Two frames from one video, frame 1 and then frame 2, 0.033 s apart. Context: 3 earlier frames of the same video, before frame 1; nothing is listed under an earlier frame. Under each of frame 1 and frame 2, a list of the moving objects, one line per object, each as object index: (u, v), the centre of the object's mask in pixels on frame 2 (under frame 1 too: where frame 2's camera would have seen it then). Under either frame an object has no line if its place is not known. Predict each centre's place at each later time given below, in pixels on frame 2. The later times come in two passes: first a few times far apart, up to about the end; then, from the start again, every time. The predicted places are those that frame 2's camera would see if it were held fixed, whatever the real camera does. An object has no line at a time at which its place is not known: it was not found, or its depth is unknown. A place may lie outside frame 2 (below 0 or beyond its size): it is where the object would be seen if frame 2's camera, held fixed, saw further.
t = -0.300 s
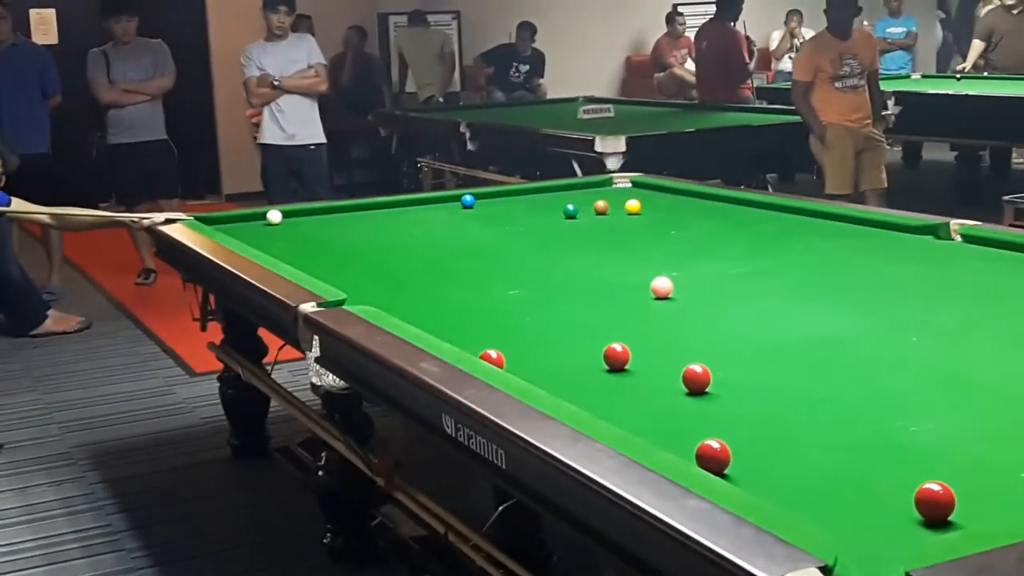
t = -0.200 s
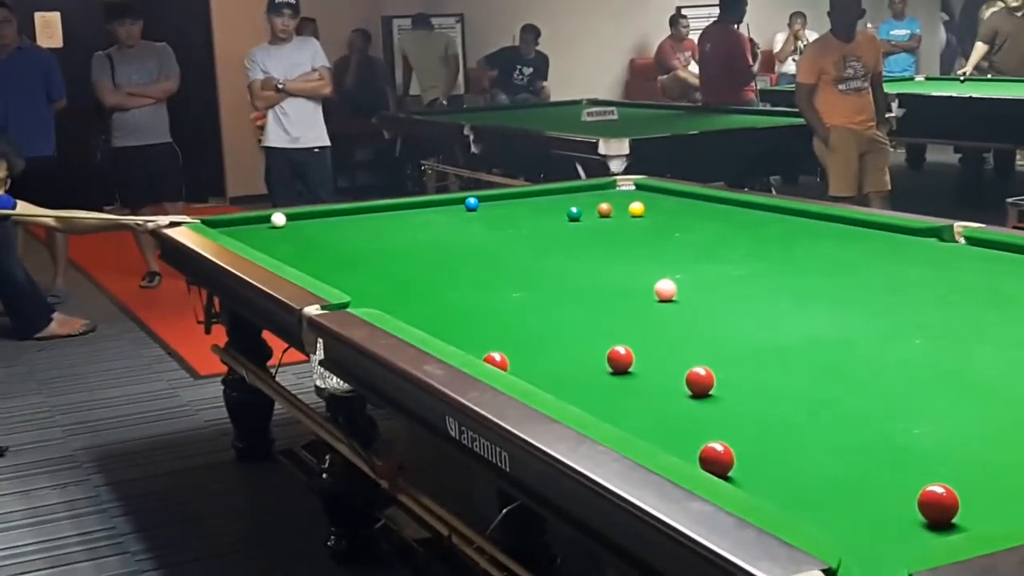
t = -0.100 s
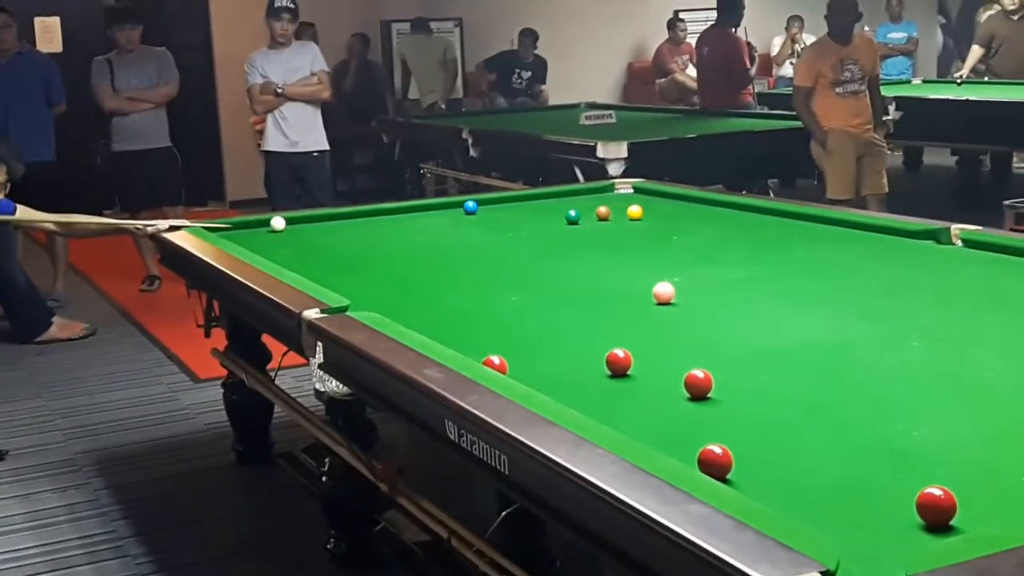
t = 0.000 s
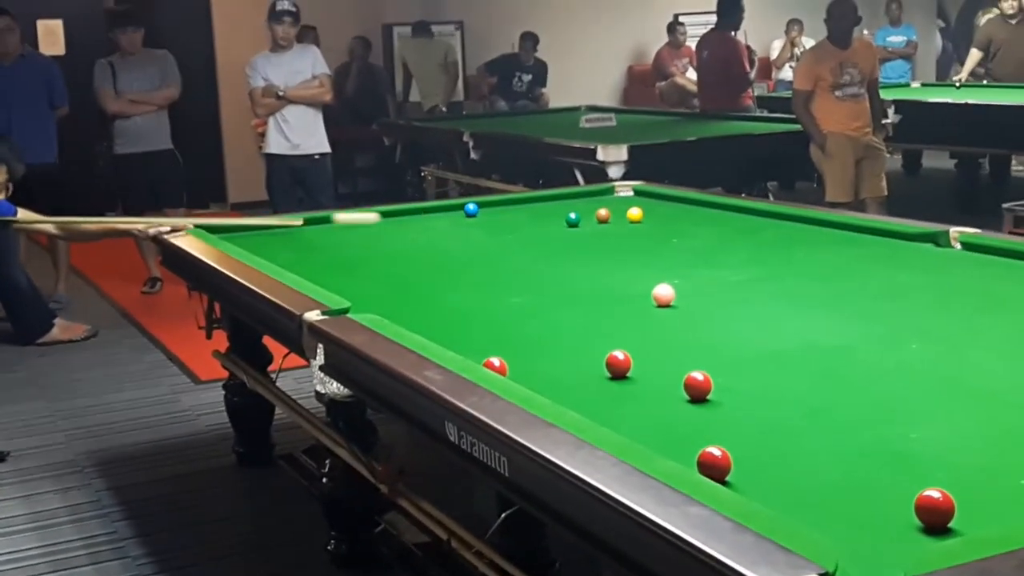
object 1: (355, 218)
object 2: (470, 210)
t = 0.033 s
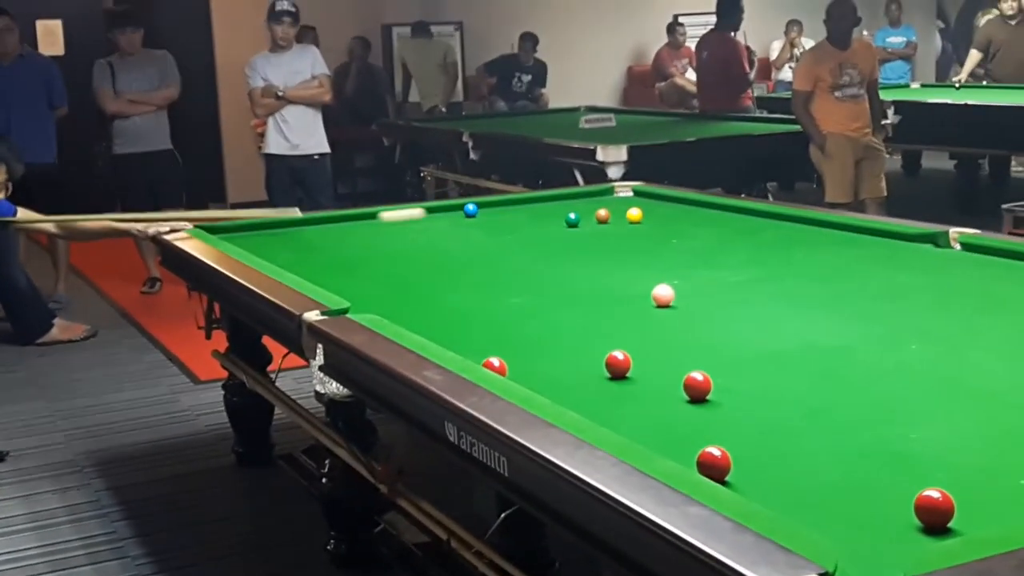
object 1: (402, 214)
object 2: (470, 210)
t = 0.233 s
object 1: (506, 216)
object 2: (600, 191)
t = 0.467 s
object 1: (556, 222)
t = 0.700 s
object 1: (603, 228)
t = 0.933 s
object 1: (653, 235)
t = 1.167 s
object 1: (707, 243)
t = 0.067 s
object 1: (445, 212)
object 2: (471, 210)
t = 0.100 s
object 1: (467, 212)
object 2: (491, 206)
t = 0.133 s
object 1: (478, 213)
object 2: (521, 202)
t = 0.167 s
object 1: (488, 214)
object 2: (548, 198)
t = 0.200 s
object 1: (497, 214)
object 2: (575, 194)
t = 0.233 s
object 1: (506, 216)
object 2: (600, 191)
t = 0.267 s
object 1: (515, 217)
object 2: (621, 189)
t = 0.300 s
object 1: (522, 218)
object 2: (623, 190)
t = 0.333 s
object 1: (530, 218)
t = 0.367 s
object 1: (537, 219)
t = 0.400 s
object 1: (543, 220)
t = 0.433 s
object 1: (550, 221)
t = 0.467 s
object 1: (556, 222)
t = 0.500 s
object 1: (562, 223)
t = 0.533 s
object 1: (569, 223)
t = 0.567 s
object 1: (576, 224)
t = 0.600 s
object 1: (583, 225)
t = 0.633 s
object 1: (589, 226)
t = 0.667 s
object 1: (596, 227)
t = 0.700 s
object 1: (603, 228)
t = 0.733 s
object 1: (610, 229)
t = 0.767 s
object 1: (617, 230)
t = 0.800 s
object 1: (624, 231)
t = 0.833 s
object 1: (631, 232)
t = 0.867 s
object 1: (639, 233)
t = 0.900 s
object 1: (646, 234)
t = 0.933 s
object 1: (653, 235)
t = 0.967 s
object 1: (661, 236)
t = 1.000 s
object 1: (668, 237)
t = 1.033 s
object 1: (676, 238)
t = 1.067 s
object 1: (683, 239)
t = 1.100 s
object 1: (691, 241)
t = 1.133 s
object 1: (699, 241)
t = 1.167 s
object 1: (707, 243)
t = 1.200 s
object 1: (715, 243)
